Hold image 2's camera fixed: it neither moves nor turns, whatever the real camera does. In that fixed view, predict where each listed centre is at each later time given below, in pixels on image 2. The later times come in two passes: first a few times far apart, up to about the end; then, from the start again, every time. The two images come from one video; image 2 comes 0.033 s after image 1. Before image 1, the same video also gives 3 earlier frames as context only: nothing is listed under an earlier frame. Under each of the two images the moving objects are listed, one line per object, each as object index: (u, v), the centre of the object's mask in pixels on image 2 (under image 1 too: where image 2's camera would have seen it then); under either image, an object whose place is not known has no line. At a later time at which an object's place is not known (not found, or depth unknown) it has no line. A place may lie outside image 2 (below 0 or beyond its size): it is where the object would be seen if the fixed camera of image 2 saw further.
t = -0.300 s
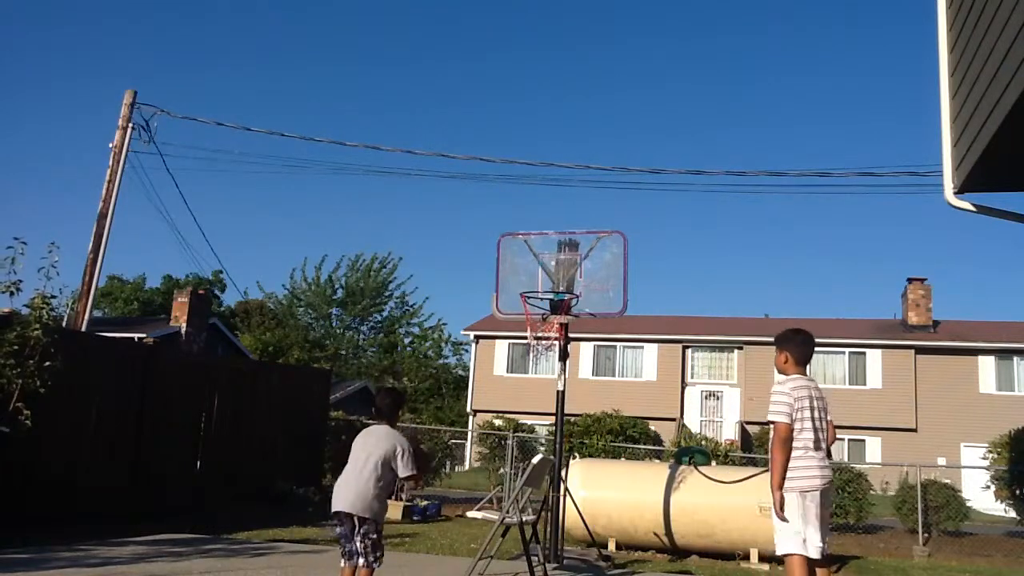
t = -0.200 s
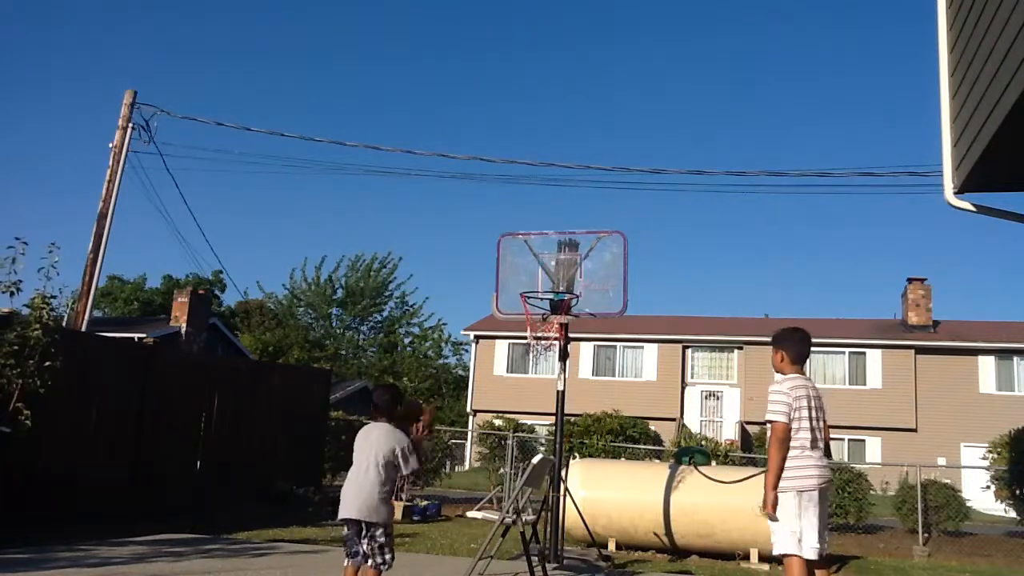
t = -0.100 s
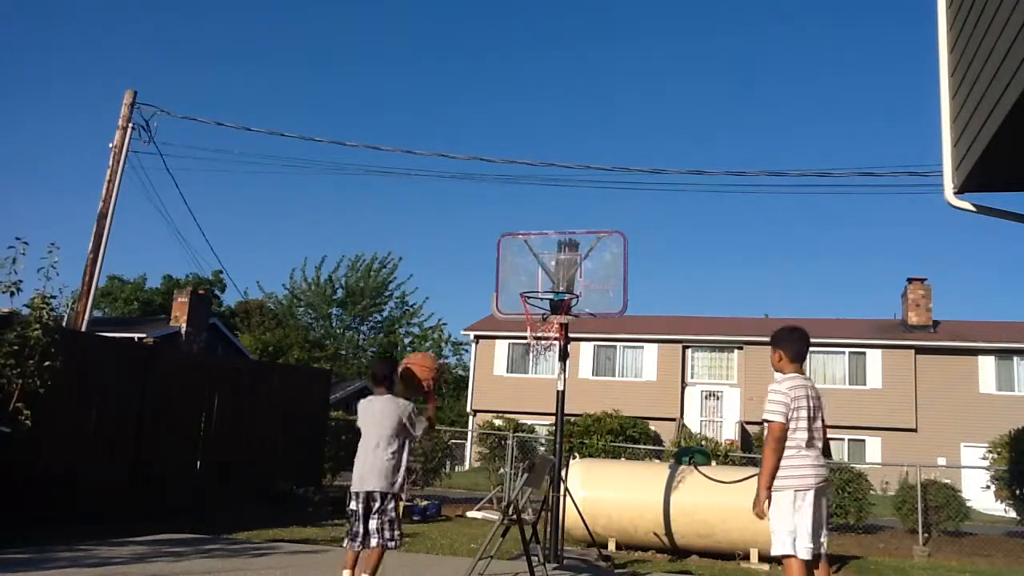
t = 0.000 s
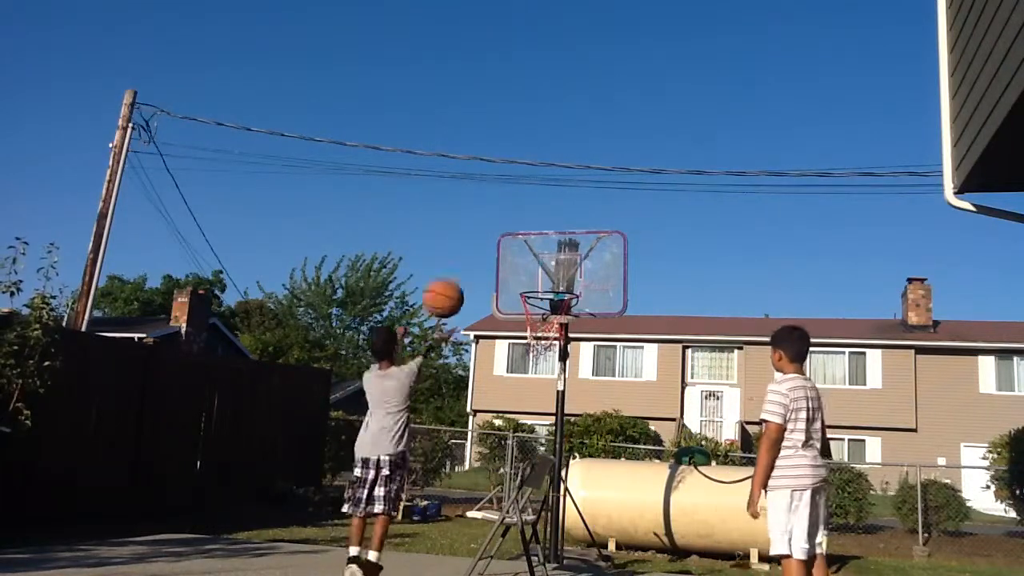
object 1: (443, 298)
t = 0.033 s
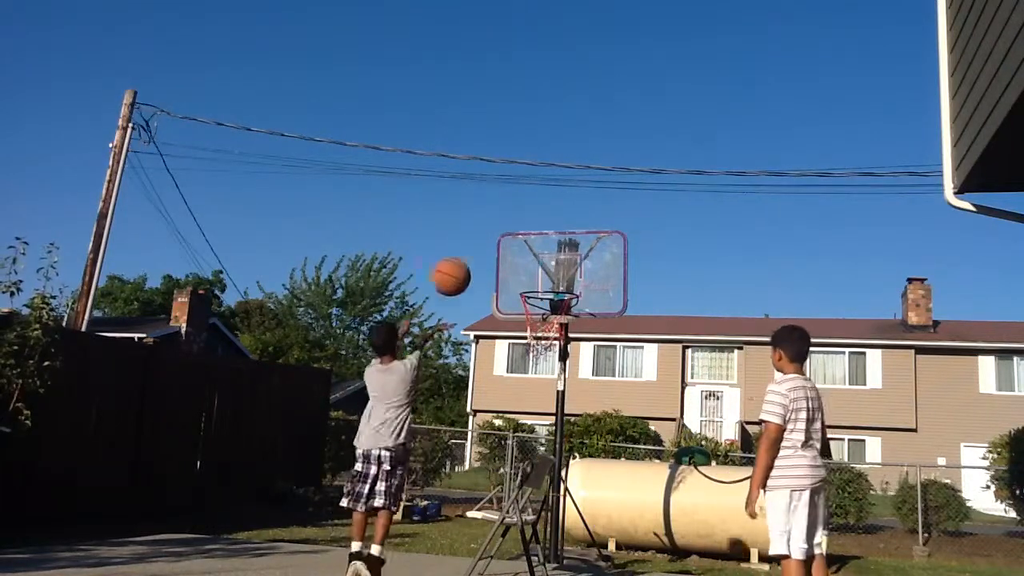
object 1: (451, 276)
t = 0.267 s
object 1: (490, 190)
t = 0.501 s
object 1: (517, 189)
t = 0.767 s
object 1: (538, 263)
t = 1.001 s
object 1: (534, 261)
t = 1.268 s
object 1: (512, 281)
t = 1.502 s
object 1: (487, 382)
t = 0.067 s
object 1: (457, 258)
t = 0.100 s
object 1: (463, 241)
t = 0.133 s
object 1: (469, 228)
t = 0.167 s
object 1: (475, 215)
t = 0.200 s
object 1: (481, 205)
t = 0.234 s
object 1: (486, 196)
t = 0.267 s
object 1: (490, 190)
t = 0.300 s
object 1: (494, 186)
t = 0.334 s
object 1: (498, 184)
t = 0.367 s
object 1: (502, 182)
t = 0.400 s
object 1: (506, 181)
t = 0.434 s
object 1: (510, 182)
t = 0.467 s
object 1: (514, 184)
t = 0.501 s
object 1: (517, 189)
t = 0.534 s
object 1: (520, 194)
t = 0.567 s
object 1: (523, 200)
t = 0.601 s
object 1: (526, 207)
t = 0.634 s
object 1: (529, 217)
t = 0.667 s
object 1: (531, 227)
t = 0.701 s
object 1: (534, 237)
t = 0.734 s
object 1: (536, 249)
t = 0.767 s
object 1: (538, 263)
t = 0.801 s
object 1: (540, 276)
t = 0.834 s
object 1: (541, 284)
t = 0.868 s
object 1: (542, 278)
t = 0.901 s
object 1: (540, 272)
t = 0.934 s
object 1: (537, 267)
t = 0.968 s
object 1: (536, 263)
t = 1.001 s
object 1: (534, 261)
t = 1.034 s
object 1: (531, 258)
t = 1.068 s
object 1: (529, 257)
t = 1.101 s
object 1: (527, 258)
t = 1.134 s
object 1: (524, 260)
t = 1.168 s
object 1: (521, 263)
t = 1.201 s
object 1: (519, 268)
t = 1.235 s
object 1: (515, 274)
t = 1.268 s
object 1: (512, 281)
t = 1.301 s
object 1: (509, 291)
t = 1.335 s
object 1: (506, 302)
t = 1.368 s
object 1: (501, 315)
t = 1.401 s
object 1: (499, 328)
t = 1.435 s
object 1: (494, 343)
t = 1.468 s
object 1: (490, 362)
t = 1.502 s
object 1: (487, 382)
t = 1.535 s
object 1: (481, 403)
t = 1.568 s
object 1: (476, 427)
